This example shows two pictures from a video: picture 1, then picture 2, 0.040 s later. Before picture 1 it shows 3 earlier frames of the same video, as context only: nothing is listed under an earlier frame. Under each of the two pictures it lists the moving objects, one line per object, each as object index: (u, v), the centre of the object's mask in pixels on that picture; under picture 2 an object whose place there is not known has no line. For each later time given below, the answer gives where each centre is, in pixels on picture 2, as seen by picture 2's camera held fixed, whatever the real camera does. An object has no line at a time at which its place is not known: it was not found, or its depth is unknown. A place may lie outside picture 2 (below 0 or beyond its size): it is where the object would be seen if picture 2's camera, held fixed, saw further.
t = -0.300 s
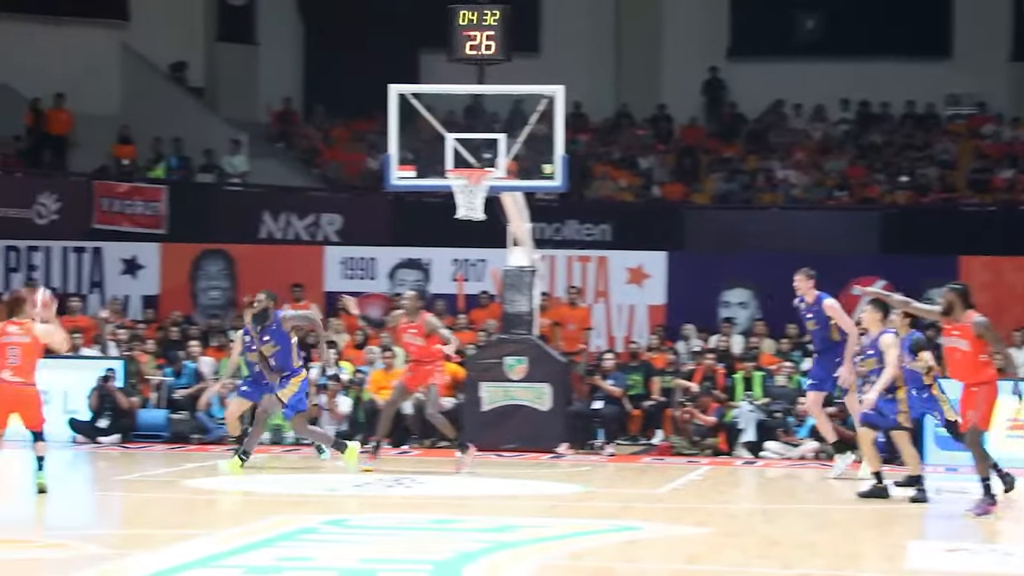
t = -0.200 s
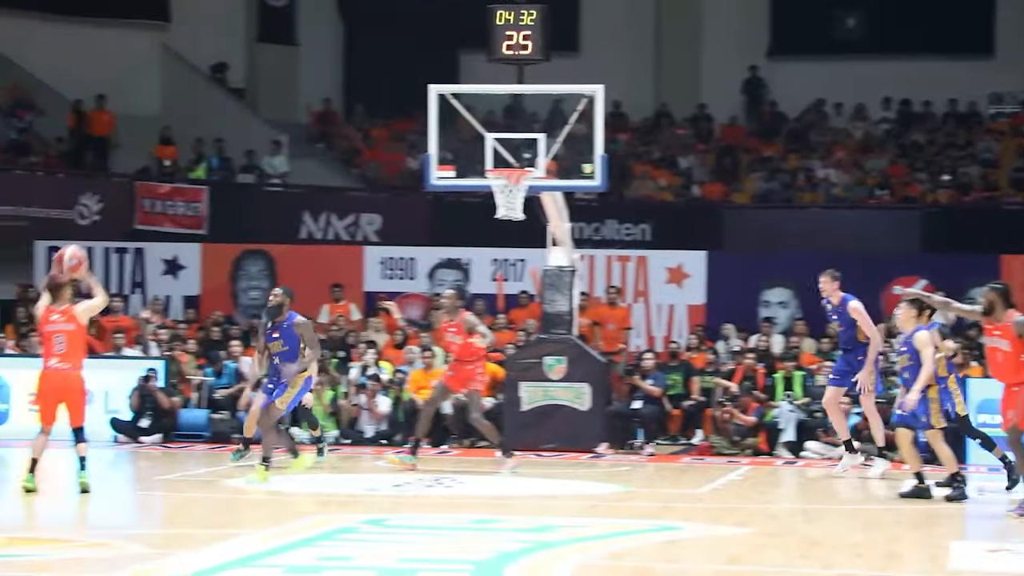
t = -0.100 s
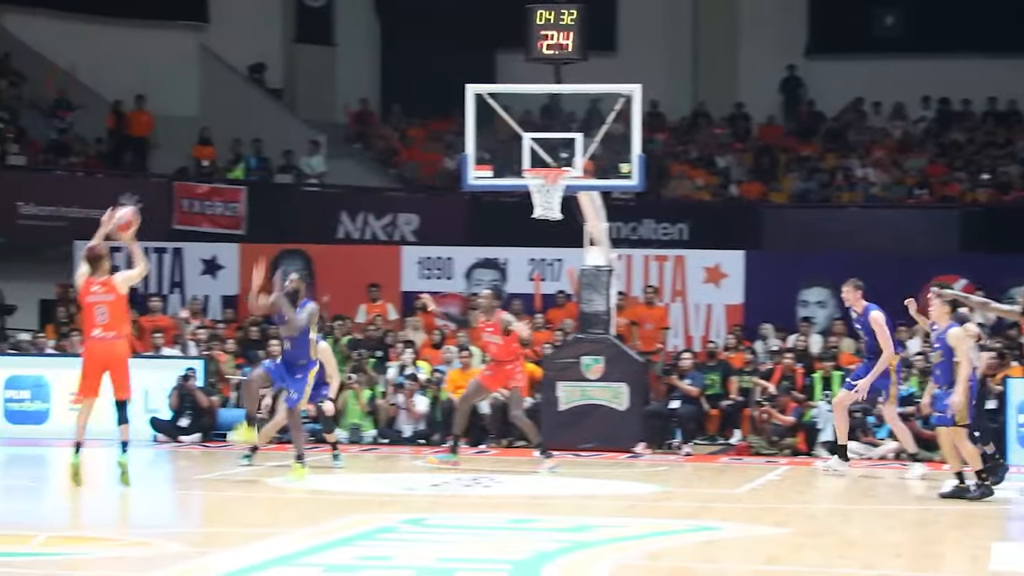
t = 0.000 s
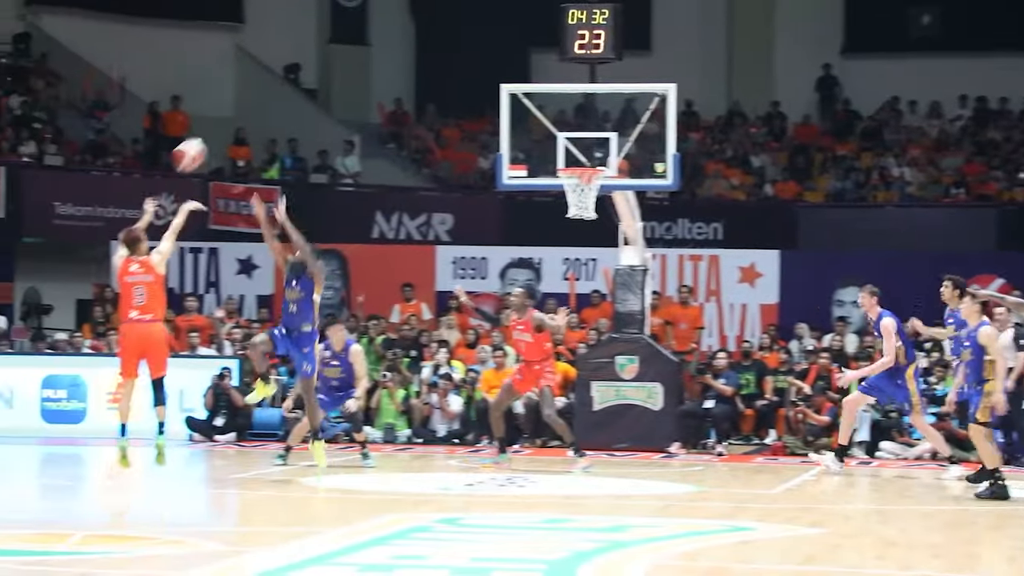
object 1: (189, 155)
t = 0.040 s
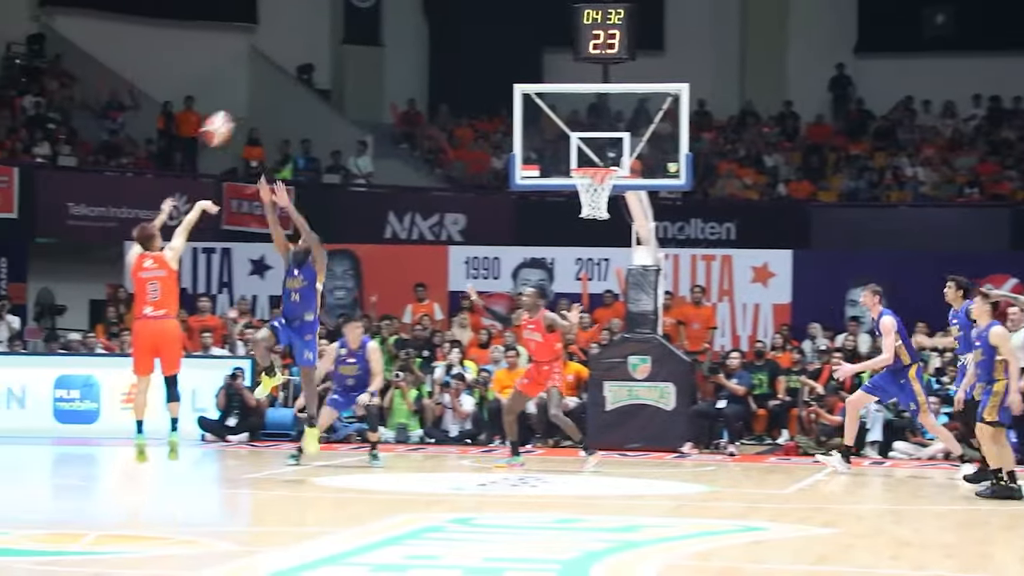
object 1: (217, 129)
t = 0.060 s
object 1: (224, 115)
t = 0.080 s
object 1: (230, 103)
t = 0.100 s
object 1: (237, 92)
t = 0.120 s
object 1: (243, 81)
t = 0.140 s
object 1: (249, 71)
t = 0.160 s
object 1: (255, 60)
